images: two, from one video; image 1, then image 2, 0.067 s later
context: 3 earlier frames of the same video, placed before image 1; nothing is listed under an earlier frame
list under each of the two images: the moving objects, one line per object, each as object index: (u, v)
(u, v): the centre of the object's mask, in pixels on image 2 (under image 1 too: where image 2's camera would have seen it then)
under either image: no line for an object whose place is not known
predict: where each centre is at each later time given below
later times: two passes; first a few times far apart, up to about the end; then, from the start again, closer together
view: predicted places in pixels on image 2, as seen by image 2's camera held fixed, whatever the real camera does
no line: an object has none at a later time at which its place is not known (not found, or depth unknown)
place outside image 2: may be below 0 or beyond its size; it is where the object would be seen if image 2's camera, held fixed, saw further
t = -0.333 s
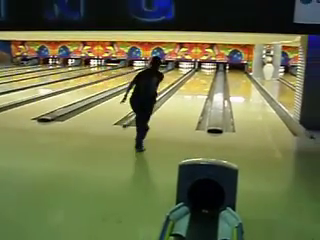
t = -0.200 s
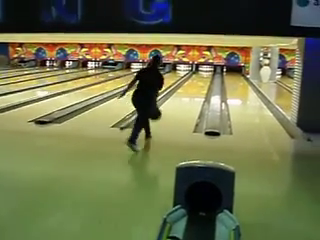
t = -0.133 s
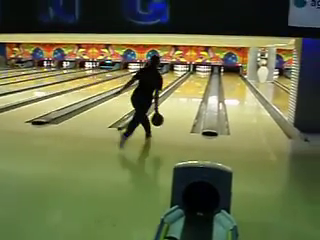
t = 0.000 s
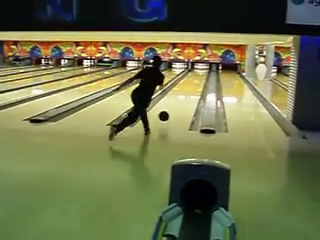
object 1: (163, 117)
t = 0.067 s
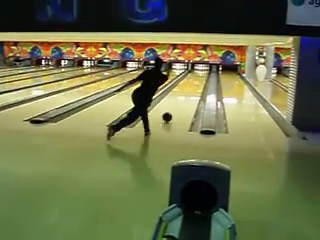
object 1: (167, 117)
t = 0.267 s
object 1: (174, 107)
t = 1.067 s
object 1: (185, 86)
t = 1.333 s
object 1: (189, 82)
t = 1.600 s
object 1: (192, 76)
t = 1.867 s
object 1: (194, 73)
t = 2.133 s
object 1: (195, 69)
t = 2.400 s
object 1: (197, 70)
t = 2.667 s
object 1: (201, 68)
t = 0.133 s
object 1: (170, 113)
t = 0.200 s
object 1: (172, 110)
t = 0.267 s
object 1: (174, 107)
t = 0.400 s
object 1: (176, 103)
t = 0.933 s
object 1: (184, 90)
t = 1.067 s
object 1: (185, 86)
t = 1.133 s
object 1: (186, 85)
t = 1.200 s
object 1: (188, 83)
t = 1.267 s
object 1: (188, 83)
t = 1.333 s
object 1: (189, 82)
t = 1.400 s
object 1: (188, 81)
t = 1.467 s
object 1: (191, 78)
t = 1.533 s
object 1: (191, 77)
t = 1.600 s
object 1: (192, 76)
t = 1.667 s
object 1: (193, 75)
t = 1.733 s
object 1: (194, 74)
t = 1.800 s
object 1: (194, 74)
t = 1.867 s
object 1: (194, 73)
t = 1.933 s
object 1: (195, 72)
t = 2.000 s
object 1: (195, 71)
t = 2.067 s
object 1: (196, 70)
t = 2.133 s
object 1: (195, 69)
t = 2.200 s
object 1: (196, 69)
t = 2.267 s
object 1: (197, 69)
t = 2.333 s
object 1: (197, 69)
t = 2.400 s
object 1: (197, 70)
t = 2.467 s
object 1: (198, 69)
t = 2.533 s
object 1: (198, 68)
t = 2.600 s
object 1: (200, 68)
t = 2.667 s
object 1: (201, 68)
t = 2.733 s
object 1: (202, 68)
